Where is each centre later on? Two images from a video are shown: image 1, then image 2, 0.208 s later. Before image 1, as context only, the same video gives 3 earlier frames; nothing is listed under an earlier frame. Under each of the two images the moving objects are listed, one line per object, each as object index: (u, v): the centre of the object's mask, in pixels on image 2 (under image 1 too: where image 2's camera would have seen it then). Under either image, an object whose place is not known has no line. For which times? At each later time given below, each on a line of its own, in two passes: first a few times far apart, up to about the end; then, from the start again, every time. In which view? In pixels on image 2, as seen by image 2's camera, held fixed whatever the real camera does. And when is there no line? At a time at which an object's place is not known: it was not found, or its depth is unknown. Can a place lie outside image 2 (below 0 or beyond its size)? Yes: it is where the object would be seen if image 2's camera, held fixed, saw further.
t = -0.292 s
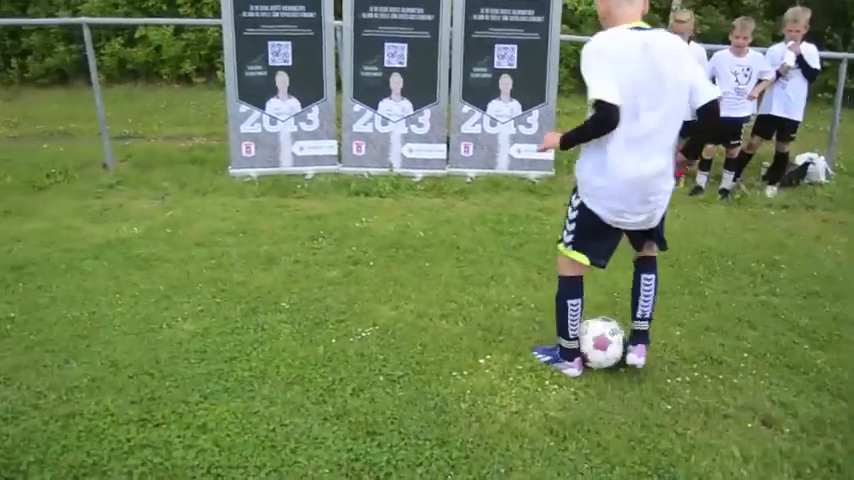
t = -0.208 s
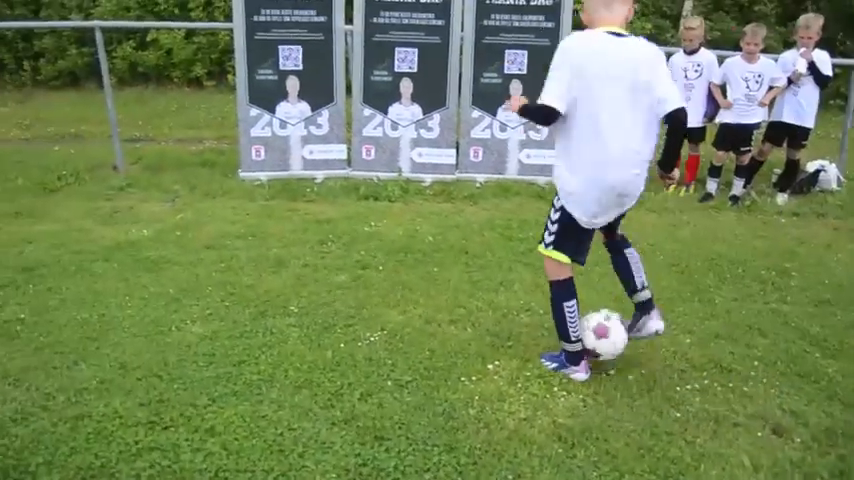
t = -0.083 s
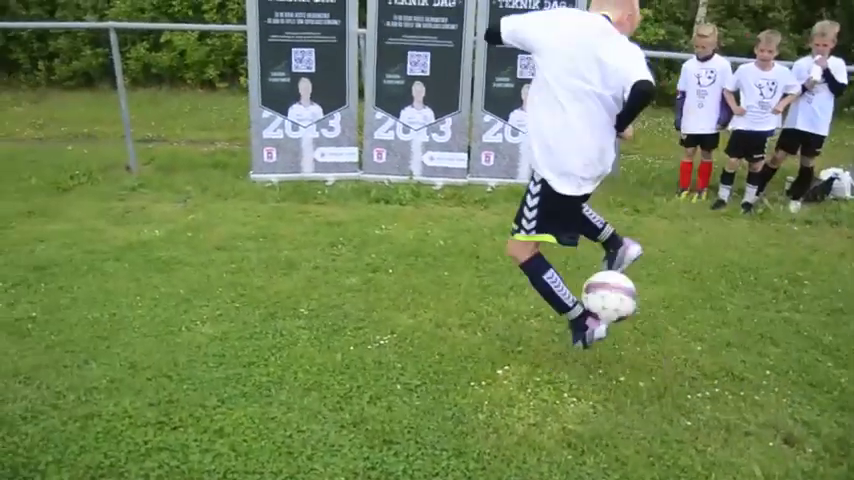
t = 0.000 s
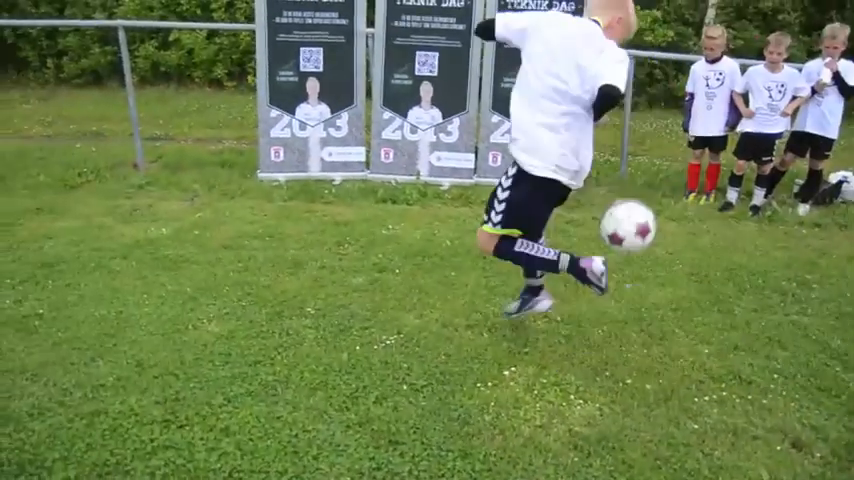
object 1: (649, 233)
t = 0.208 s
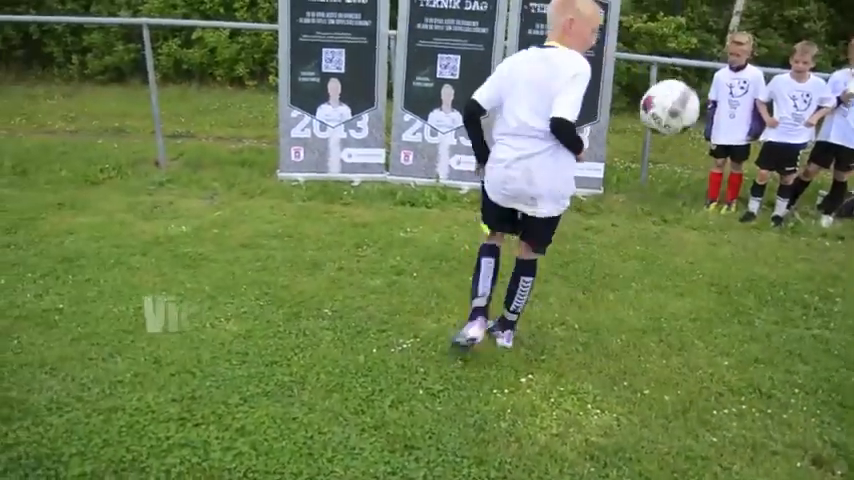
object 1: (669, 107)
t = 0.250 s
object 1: (671, 96)
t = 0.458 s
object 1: (670, 103)
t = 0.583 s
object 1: (658, 158)
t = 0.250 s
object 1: (671, 96)
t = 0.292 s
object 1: (673, 88)
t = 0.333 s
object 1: (673, 86)
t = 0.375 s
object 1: (673, 87)
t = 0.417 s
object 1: (672, 93)
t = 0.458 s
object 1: (670, 103)
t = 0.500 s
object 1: (667, 117)
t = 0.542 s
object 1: (663, 135)
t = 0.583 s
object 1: (658, 158)
